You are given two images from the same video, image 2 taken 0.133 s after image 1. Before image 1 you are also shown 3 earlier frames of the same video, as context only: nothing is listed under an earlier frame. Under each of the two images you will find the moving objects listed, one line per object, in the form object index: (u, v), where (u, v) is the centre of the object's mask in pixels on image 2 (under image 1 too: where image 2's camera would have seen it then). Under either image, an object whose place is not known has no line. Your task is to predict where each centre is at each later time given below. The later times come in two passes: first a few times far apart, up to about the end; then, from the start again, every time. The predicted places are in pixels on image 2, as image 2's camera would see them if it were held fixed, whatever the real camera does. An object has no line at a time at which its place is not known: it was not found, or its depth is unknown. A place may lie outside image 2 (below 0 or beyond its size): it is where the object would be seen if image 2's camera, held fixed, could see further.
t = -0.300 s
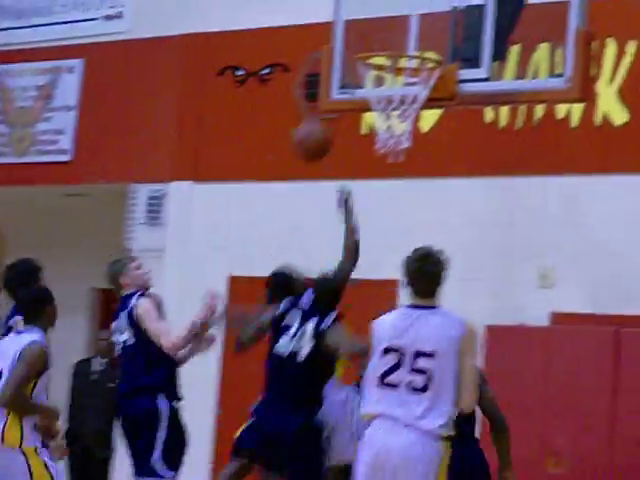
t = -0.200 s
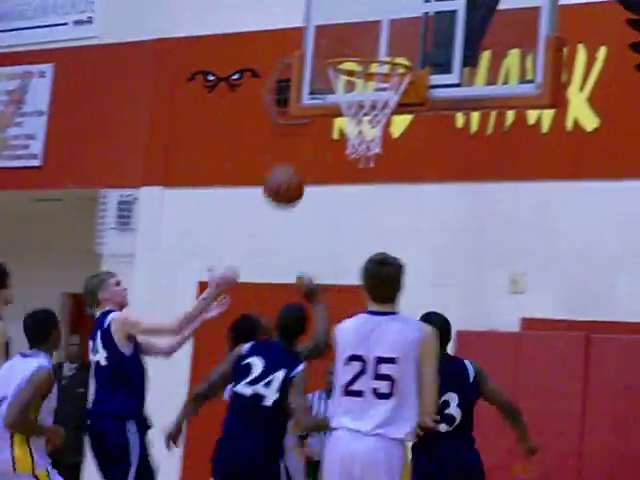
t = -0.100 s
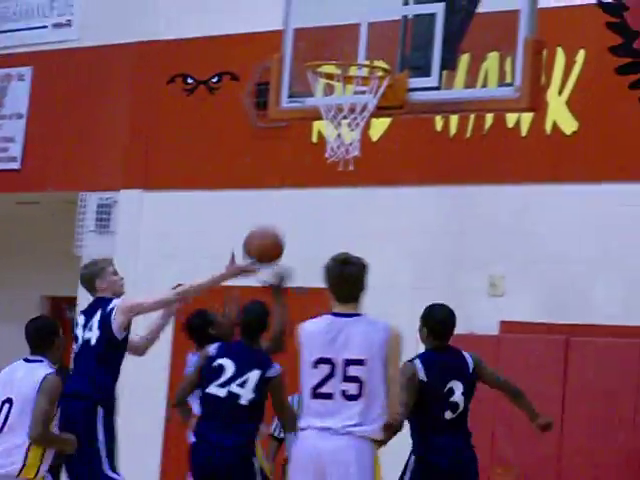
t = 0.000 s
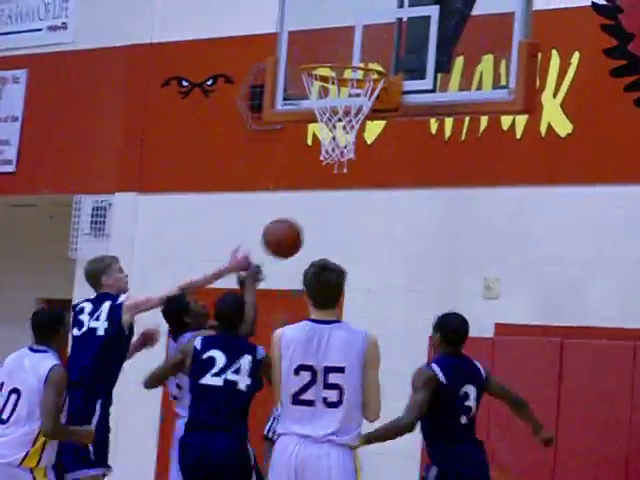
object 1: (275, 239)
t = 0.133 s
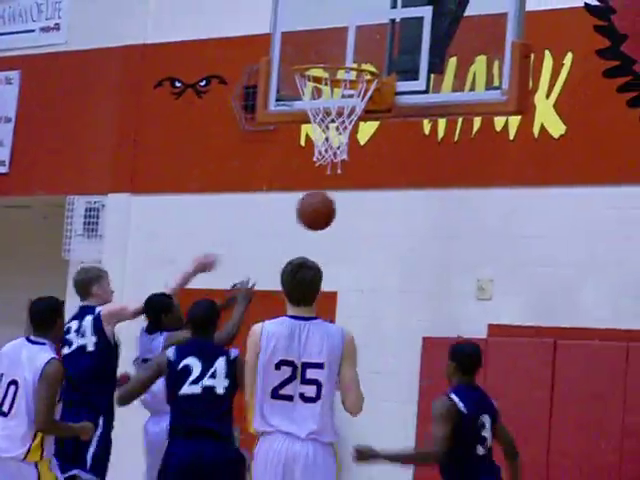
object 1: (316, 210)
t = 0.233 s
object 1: (343, 209)
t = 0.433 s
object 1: (389, 251)
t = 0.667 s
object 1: (430, 368)
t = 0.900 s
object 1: (462, 551)
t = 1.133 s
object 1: (413, 547)
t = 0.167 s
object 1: (325, 208)
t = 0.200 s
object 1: (334, 208)
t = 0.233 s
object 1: (343, 209)
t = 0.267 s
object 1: (351, 212)
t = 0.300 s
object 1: (359, 216)
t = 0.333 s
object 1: (367, 222)
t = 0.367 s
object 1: (374, 230)
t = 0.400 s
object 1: (381, 240)
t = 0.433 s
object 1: (389, 251)
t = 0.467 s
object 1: (395, 263)
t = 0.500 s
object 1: (401, 277)
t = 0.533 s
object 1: (408, 293)
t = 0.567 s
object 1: (413, 309)
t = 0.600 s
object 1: (419, 327)
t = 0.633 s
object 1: (425, 347)
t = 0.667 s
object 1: (430, 368)
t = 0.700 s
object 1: (435, 391)
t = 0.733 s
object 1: (440, 413)
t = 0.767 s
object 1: (444, 438)
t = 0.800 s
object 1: (448, 464)
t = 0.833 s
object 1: (453, 493)
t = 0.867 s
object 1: (459, 521)
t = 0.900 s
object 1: (462, 551)
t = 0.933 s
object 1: (466, 585)
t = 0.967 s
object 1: (456, 600)
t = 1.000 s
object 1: (449, 591)
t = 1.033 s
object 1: (439, 577)
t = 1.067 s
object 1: (432, 565)
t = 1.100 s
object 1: (422, 555)
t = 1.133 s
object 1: (413, 547)
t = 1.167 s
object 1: (405, 540)
